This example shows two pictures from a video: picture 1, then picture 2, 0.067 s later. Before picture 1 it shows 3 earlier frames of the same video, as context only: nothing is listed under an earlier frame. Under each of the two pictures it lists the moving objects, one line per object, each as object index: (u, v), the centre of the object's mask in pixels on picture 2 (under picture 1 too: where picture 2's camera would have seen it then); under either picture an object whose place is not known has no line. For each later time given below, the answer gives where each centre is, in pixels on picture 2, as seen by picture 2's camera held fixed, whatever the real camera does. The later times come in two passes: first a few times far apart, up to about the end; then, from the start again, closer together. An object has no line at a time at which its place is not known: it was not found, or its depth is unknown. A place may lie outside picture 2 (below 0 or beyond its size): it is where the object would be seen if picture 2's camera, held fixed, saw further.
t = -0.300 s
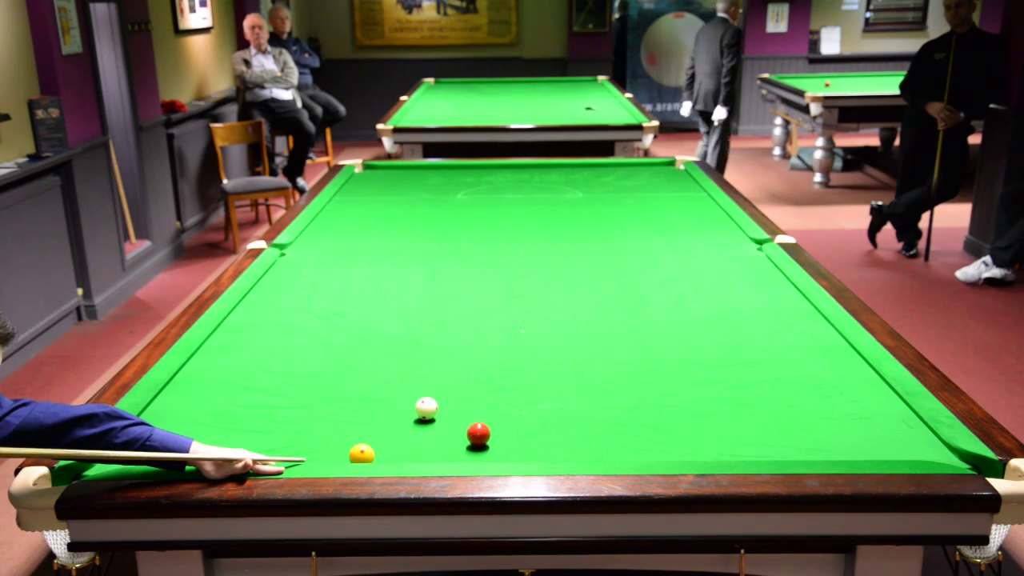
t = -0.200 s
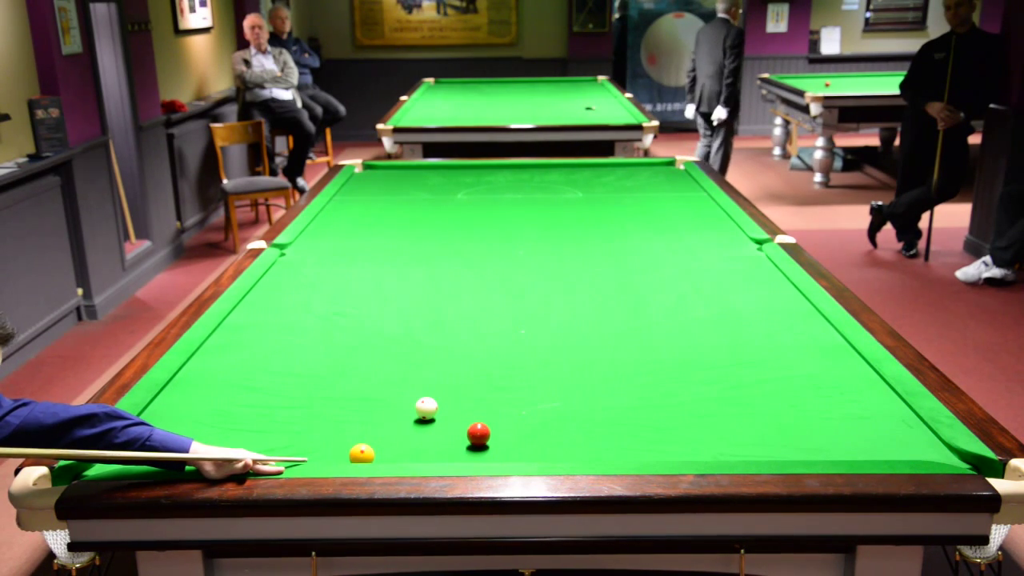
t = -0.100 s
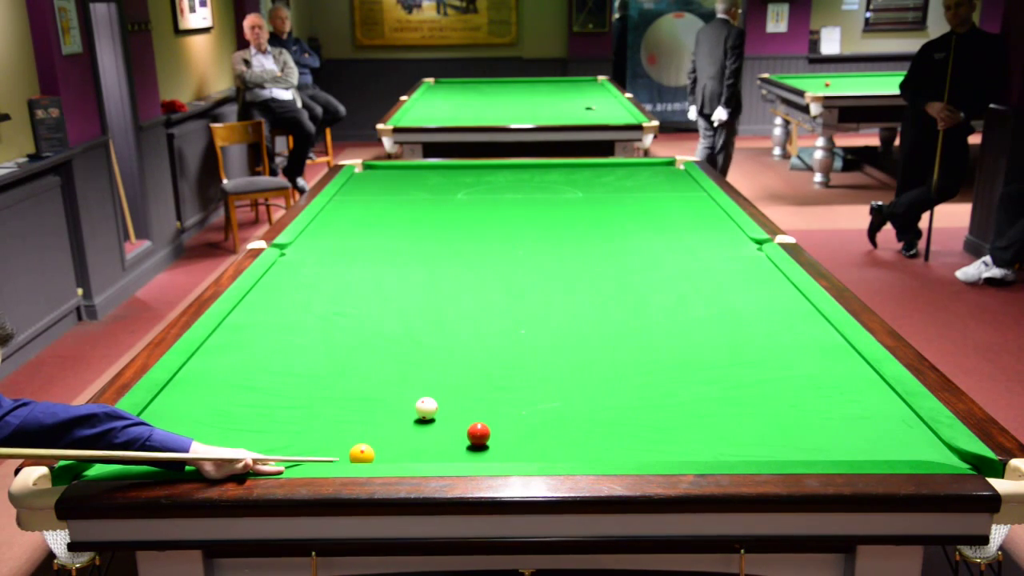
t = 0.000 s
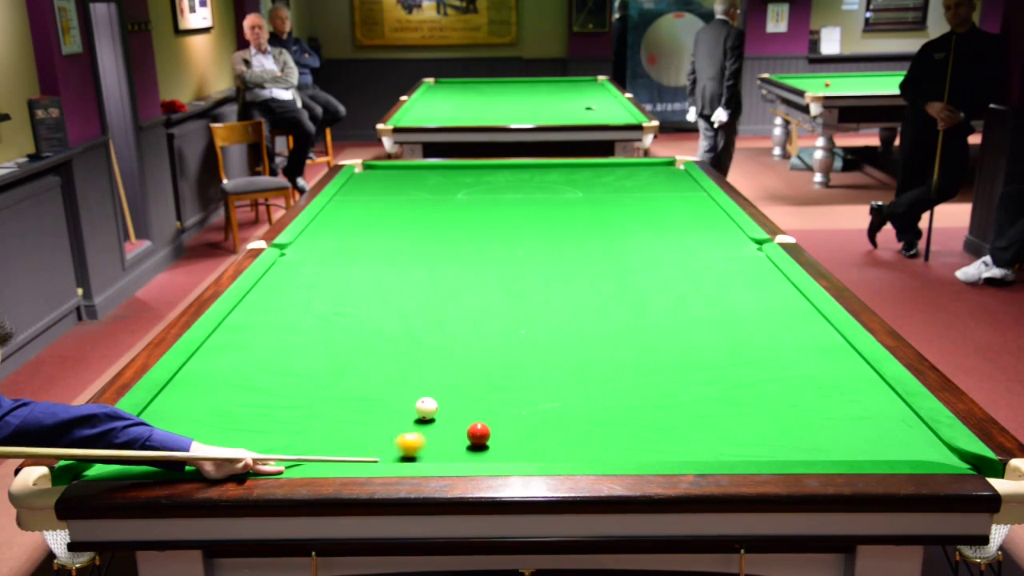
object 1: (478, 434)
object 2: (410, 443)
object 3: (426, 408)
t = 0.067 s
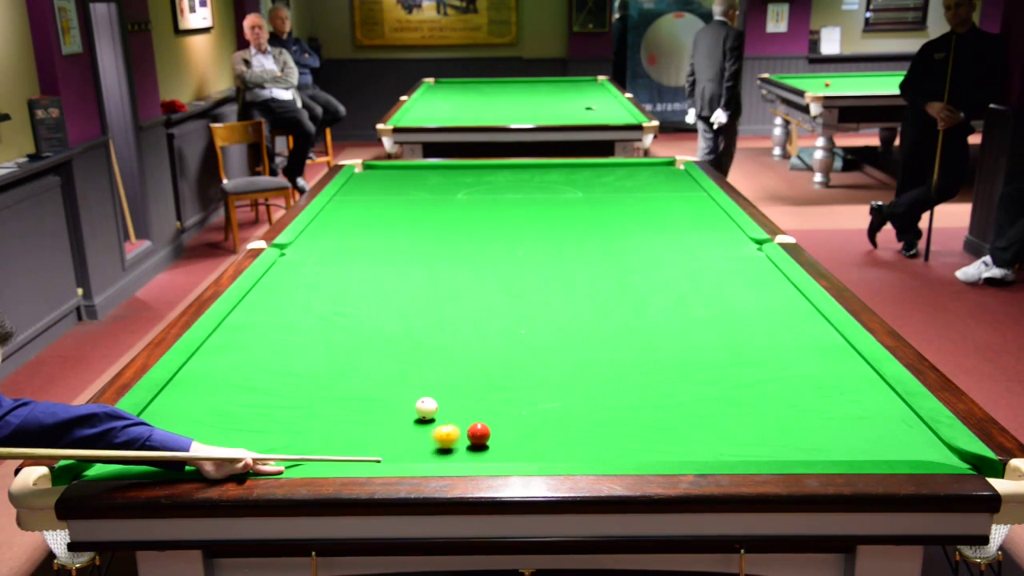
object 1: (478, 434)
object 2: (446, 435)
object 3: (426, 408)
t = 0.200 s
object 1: (528, 432)
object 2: (453, 426)
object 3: (426, 408)
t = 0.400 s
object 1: (601, 429)
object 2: (445, 416)
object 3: (426, 408)
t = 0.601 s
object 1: (671, 427)
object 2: (446, 410)
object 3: (420, 405)
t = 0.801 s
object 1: (740, 425)
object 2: (449, 406)
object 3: (413, 402)
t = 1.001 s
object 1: (806, 423)
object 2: (452, 403)
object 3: (407, 399)
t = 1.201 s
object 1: (872, 421)
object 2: (454, 400)
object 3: (402, 397)
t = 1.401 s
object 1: (895, 420)
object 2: (456, 397)
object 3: (397, 395)
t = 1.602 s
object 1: (855, 419)
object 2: (457, 396)
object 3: (393, 394)
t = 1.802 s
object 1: (817, 418)
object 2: (457, 395)
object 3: (391, 394)
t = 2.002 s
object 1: (782, 418)
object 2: (458, 394)
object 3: (389, 393)
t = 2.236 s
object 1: (743, 417)
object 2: (458, 394)
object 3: (388, 393)
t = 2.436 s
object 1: (711, 417)
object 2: (458, 394)
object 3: (388, 393)
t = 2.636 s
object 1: (681, 416)
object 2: (458, 394)
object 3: (388, 393)
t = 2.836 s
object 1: (653, 416)
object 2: (458, 394)
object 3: (389, 393)
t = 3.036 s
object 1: (626, 415)
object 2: (458, 394)
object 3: (389, 393)
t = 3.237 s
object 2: (458, 394)
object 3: (389, 393)
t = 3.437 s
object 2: (458, 394)
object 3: (389, 393)
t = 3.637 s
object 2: (458, 394)
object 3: (389, 393)
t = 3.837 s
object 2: (458, 394)
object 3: (389, 393)
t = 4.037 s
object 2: (458, 394)
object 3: (389, 393)
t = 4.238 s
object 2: (458, 394)
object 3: (389, 393)
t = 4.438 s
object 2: (458, 395)
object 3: (389, 393)
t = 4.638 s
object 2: (458, 394)
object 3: (389, 393)
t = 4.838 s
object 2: (458, 393)
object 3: (389, 393)
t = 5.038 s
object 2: (458, 394)
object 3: (389, 393)
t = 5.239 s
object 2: (458, 394)
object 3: (389, 393)
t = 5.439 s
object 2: (458, 394)
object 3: (389, 393)
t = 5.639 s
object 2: (458, 394)
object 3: (389, 393)
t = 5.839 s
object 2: (458, 394)
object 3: (389, 393)
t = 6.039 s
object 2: (458, 394)
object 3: (389, 393)
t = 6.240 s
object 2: (458, 394)
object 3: (388, 393)
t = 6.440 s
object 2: (458, 394)
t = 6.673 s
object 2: (458, 394)
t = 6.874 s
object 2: (458, 394)
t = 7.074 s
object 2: (458, 394)
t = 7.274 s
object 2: (458, 394)
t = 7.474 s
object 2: (458, 394)
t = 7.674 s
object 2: (458, 394)
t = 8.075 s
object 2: (458, 394)
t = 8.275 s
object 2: (458, 394)
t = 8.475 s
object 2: (458, 394)
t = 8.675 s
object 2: (458, 394)
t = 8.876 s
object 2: (458, 394)
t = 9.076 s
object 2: (458, 394)
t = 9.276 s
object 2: (458, 394)
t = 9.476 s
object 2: (458, 394)
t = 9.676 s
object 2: (458, 394)
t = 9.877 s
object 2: (458, 394)
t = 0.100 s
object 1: (486, 433)
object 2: (455, 433)
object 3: (426, 408)
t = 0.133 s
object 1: (501, 433)
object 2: (454, 430)
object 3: (426, 408)
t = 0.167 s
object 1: (515, 432)
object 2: (454, 428)
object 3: (426, 408)
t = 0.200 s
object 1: (528, 432)
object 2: (453, 426)
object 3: (426, 408)
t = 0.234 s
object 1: (541, 431)
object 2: (451, 424)
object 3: (426, 408)
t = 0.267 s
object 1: (553, 431)
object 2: (450, 423)
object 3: (426, 408)
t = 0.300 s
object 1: (565, 431)
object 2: (449, 421)
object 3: (426, 408)
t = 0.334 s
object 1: (577, 430)
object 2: (448, 419)
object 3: (426, 408)
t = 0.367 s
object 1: (589, 430)
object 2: (447, 418)
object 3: (426, 408)
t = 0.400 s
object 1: (601, 429)
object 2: (445, 416)
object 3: (426, 408)
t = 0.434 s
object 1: (613, 429)
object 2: (445, 415)
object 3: (426, 408)
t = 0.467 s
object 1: (625, 429)
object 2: (444, 414)
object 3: (425, 408)
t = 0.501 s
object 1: (637, 428)
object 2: (445, 413)
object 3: (424, 407)
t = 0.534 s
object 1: (649, 428)
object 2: (445, 412)
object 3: (423, 406)
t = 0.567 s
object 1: (660, 427)
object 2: (445, 411)
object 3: (421, 406)
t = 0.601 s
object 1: (671, 427)
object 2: (446, 410)
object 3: (420, 405)
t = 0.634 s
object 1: (683, 427)
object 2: (446, 410)
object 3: (419, 405)
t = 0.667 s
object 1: (694, 426)
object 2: (447, 409)
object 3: (418, 404)
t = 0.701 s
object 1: (706, 426)
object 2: (447, 408)
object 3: (416, 403)
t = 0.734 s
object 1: (717, 425)
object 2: (448, 407)
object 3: (415, 403)
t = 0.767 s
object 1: (728, 425)
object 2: (448, 407)
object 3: (414, 402)
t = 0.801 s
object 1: (740, 425)
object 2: (449, 406)
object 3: (413, 402)
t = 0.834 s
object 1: (751, 425)
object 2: (449, 406)
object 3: (412, 401)
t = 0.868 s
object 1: (762, 424)
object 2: (450, 405)
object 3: (411, 401)
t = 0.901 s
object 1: (773, 424)
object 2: (450, 404)
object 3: (409, 401)
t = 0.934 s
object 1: (785, 424)
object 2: (451, 404)
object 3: (409, 400)
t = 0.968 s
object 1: (795, 424)
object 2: (451, 403)
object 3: (407, 400)
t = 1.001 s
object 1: (806, 423)
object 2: (452, 403)
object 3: (407, 399)
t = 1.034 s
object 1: (818, 422)
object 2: (452, 402)
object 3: (406, 399)
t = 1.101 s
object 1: (839, 422)
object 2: (453, 401)
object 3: (404, 398)
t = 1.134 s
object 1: (850, 422)
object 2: (453, 400)
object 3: (403, 398)
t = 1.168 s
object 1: (861, 421)
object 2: (454, 400)
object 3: (402, 398)
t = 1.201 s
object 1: (872, 421)
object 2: (454, 400)
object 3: (402, 397)
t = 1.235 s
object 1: (882, 421)
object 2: (454, 399)
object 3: (401, 397)
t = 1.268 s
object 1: (893, 421)
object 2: (455, 399)
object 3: (400, 397)
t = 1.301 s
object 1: (904, 421)
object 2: (455, 399)
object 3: (399, 396)
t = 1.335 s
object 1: (913, 420)
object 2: (455, 398)
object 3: (399, 396)
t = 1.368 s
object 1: (904, 420)
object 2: (455, 398)
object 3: (398, 396)
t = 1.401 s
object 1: (895, 420)
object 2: (456, 397)
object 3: (397, 395)
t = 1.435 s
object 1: (888, 420)
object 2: (456, 397)
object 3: (396, 395)
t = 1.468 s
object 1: (881, 420)
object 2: (456, 397)
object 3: (396, 395)
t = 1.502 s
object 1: (874, 419)
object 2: (456, 397)
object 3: (395, 395)
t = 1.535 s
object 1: (868, 419)
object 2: (456, 396)
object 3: (395, 394)
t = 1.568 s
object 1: (861, 419)
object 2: (457, 396)
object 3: (394, 394)
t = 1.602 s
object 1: (855, 419)
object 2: (457, 396)
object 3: (393, 394)
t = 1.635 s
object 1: (848, 419)
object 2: (457, 396)
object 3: (393, 394)
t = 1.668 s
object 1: (842, 418)
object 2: (457, 395)
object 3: (393, 394)
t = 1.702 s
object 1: (836, 419)
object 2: (457, 395)
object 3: (392, 394)
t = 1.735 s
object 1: (830, 418)
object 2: (457, 395)
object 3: (392, 394)
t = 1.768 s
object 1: (823, 419)
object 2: (457, 395)
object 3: (391, 394)
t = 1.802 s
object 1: (817, 418)
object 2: (457, 395)
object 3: (391, 394)
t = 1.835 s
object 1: (812, 418)
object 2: (457, 394)
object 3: (390, 393)
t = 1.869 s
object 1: (805, 418)
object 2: (457, 395)
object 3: (390, 393)
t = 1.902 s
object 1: (800, 418)
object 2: (458, 395)
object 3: (390, 393)
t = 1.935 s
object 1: (794, 418)
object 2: (458, 394)
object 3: (389, 393)
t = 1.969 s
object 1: (788, 418)
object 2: (458, 394)
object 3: (389, 393)
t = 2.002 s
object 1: (782, 418)
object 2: (458, 394)
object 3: (389, 393)
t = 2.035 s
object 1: (777, 418)
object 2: (458, 394)
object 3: (389, 393)
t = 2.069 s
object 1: (771, 418)
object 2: (458, 394)
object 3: (388, 393)
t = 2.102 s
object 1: (765, 418)
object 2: (458, 394)
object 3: (388, 393)
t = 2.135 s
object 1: (759, 418)
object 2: (458, 394)
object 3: (388, 393)
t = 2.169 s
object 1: (754, 418)
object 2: (458, 394)
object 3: (388, 393)
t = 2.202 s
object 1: (748, 417)
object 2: (458, 394)
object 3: (388, 393)
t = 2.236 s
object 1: (743, 417)
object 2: (458, 394)
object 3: (388, 393)
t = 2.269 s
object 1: (738, 417)
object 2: (458, 394)
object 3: (388, 393)
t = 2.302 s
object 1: (732, 417)
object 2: (458, 394)
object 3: (388, 393)
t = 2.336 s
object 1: (727, 417)
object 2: (458, 394)
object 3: (388, 393)
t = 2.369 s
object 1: (721, 417)
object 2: (458, 394)
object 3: (388, 393)
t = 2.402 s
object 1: (716, 417)
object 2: (458, 394)
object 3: (388, 393)
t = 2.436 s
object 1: (711, 417)
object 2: (458, 394)
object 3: (388, 393)
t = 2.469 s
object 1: (706, 417)
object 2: (458, 394)
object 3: (388, 393)
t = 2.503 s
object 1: (701, 416)
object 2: (458, 394)
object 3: (388, 393)
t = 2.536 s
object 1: (696, 417)
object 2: (458, 394)
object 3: (389, 393)
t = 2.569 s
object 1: (691, 416)
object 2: (458, 394)
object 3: (389, 393)
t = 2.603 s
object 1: (686, 416)
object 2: (458, 394)
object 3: (389, 393)
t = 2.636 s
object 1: (681, 416)
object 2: (458, 394)
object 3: (388, 393)
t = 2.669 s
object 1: (677, 416)
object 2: (458, 394)
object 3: (389, 393)
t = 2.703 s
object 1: (671, 416)
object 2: (458, 394)
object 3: (389, 393)
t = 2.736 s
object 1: (667, 416)
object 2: (458, 394)
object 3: (389, 393)
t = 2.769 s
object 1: (662, 416)
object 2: (458, 394)
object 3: (389, 393)
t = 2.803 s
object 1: (657, 416)
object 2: (458, 394)
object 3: (389, 393)
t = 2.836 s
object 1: (653, 416)
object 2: (458, 394)
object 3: (389, 393)
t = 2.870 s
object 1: (648, 416)
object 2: (458, 394)
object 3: (389, 393)
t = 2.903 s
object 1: (644, 416)
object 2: (458, 394)
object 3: (389, 393)
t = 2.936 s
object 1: (639, 416)
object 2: (458, 394)
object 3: (389, 393)
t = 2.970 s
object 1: (635, 416)
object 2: (458, 394)
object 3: (389, 393)
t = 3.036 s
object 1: (626, 415)
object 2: (458, 394)
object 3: (389, 393)
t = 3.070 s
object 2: (458, 394)
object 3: (389, 393)
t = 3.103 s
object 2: (458, 394)
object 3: (389, 393)
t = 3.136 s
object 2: (458, 394)
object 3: (389, 393)
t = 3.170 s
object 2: (458, 394)
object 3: (389, 393)
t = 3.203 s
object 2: (458, 394)
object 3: (389, 393)
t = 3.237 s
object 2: (458, 394)
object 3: (389, 393)
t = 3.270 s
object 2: (458, 394)
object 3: (389, 393)
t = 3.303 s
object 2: (458, 394)
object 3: (389, 393)
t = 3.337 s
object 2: (458, 394)
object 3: (389, 393)
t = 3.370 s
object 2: (458, 394)
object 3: (389, 393)
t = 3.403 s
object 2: (458, 394)
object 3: (389, 393)
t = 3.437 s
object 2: (458, 394)
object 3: (389, 393)
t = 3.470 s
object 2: (458, 394)
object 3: (389, 393)
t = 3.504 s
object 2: (458, 394)
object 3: (389, 393)
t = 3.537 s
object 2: (458, 394)
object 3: (389, 393)
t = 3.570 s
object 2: (458, 394)
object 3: (389, 393)
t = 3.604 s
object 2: (458, 394)
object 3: (389, 393)
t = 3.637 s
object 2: (458, 394)
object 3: (389, 393)
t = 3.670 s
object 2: (458, 394)
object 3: (389, 393)
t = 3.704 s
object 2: (458, 394)
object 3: (389, 393)
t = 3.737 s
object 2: (458, 394)
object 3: (389, 393)
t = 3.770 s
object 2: (458, 394)
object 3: (389, 393)
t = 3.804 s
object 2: (458, 394)
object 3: (389, 393)
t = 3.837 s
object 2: (458, 394)
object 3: (389, 393)
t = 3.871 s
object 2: (458, 394)
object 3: (389, 393)
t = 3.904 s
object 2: (458, 394)
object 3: (389, 393)
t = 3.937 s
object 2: (458, 394)
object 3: (389, 393)
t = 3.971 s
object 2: (458, 394)
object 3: (389, 393)
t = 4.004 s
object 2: (458, 394)
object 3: (389, 393)
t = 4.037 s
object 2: (458, 394)
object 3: (389, 393)
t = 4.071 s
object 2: (458, 394)
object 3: (389, 393)
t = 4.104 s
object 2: (458, 394)
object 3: (389, 393)
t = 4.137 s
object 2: (458, 394)
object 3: (389, 393)
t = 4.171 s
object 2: (458, 394)
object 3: (389, 393)
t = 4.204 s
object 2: (458, 394)
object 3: (389, 393)
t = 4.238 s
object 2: (458, 394)
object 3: (389, 393)
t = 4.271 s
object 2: (458, 395)
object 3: (389, 393)
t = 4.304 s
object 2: (458, 395)
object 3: (389, 393)
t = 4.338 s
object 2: (458, 395)
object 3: (389, 393)
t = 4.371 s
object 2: (458, 395)
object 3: (389, 393)
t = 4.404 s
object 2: (458, 395)
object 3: (389, 393)
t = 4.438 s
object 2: (458, 395)
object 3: (389, 393)
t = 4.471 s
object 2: (458, 395)
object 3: (389, 393)
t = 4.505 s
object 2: (458, 395)
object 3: (389, 393)
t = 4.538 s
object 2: (458, 395)
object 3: (389, 393)
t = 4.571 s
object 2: (458, 394)
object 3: (389, 393)
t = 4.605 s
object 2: (458, 394)
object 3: (389, 393)
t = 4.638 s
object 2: (458, 394)
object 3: (389, 393)
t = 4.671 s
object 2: (458, 394)
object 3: (389, 393)
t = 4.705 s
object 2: (458, 394)
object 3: (389, 393)
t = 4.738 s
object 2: (458, 394)
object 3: (389, 393)
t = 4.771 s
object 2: (458, 393)
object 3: (389, 393)
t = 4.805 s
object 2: (458, 393)
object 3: (389, 393)
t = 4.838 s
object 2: (458, 393)
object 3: (389, 393)
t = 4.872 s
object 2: (458, 394)
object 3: (389, 393)
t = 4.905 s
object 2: (458, 394)
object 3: (389, 393)
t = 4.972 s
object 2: (458, 394)
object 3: (389, 393)
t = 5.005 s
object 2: (458, 394)
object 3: (389, 393)
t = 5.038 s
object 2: (458, 394)
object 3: (389, 393)
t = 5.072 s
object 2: (458, 394)
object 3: (389, 393)
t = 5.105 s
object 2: (458, 394)
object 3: (389, 393)
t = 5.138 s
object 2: (458, 394)
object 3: (389, 393)
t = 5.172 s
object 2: (458, 394)
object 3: (389, 393)
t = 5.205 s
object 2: (458, 394)
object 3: (389, 393)
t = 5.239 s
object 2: (458, 394)
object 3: (389, 393)
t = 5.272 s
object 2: (458, 394)
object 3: (389, 393)
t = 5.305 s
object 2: (458, 394)
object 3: (388, 393)
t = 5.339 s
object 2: (458, 394)
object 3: (389, 393)
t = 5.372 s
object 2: (458, 394)
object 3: (389, 393)
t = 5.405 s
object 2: (458, 394)
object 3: (389, 393)
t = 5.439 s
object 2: (458, 394)
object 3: (389, 393)
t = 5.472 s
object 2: (458, 394)
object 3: (389, 393)
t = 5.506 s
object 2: (458, 394)
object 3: (389, 393)
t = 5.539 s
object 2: (458, 394)
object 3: (389, 393)
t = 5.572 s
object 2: (458, 394)
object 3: (389, 393)
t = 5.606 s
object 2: (458, 394)
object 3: (389, 393)
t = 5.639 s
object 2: (458, 394)
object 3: (389, 393)
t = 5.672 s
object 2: (458, 394)
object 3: (389, 393)
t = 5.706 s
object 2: (458, 394)
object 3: (389, 393)
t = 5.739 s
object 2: (458, 394)
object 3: (389, 393)
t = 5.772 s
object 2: (458, 394)
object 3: (389, 393)
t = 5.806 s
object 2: (458, 394)
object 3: (389, 393)
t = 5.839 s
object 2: (458, 394)
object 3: (389, 393)
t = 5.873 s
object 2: (458, 394)
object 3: (389, 393)
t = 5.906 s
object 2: (458, 394)
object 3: (389, 393)
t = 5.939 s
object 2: (458, 394)
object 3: (388, 393)
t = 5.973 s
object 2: (458, 394)
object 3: (389, 393)
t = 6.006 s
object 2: (458, 394)
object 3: (389, 393)
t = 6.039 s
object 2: (458, 394)
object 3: (389, 393)
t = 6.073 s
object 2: (458, 394)
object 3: (389, 393)
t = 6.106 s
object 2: (458, 394)
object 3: (389, 393)
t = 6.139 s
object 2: (458, 394)
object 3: (389, 393)
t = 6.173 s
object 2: (458, 394)
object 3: (389, 393)
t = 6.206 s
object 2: (458, 394)
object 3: (389, 393)
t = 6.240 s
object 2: (458, 394)
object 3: (388, 393)
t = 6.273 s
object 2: (458, 394)
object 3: (388, 393)
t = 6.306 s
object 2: (458, 394)
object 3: (389, 393)
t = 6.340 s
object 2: (458, 394)
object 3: (388, 393)
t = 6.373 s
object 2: (458, 394)
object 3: (388, 393)
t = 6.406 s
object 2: (458, 394)
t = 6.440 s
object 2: (458, 394)
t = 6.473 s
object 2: (458, 394)
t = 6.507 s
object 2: (458, 394)
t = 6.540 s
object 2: (458, 394)
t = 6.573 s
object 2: (458, 394)
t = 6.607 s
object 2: (458, 394)
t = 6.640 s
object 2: (458, 394)
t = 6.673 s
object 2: (458, 394)
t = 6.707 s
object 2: (458, 394)
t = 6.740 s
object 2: (458, 394)
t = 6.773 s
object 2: (458, 394)
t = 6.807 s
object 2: (458, 394)
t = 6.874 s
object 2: (458, 394)
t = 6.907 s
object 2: (458, 394)
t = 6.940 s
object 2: (458, 394)
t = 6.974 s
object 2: (458, 394)
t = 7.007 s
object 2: (458, 394)
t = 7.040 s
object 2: (458, 394)
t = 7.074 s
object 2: (458, 394)
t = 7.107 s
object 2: (458, 394)
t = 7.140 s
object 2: (458, 394)
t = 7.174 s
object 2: (458, 394)
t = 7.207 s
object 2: (458, 394)
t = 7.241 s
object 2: (458, 394)
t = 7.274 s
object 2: (458, 394)
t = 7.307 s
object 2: (458, 394)
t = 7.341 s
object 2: (458, 394)
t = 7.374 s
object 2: (458, 394)
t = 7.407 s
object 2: (458, 394)
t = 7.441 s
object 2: (458, 394)
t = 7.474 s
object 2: (458, 394)
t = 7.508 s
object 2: (458, 395)
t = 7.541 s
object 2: (458, 394)
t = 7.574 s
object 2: (458, 394)
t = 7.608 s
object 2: (458, 394)
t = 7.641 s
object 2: (458, 394)
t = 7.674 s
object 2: (458, 394)
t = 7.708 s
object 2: (460, 394)
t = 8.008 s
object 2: (457, 394)
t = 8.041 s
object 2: (458, 394)
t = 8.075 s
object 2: (458, 394)
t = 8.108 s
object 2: (458, 394)
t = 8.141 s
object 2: (458, 394)
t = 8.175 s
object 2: (458, 394)
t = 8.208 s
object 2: (458, 394)
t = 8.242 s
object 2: (458, 394)
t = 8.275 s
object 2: (458, 394)
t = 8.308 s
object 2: (458, 394)
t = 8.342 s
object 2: (458, 394)
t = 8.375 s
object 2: (458, 394)
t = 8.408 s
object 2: (458, 394)
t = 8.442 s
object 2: (458, 394)
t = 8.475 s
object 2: (458, 394)
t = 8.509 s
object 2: (458, 394)
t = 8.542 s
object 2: (458, 394)
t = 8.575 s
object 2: (458, 394)
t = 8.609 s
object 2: (458, 394)
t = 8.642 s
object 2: (458, 394)
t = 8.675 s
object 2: (458, 394)
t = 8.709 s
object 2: (458, 394)
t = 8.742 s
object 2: (458, 394)
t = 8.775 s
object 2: (458, 394)
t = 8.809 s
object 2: (458, 394)
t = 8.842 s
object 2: (458, 395)
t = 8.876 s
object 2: (458, 394)
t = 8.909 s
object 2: (458, 394)
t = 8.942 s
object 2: (458, 394)
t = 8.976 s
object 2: (458, 394)
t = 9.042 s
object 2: (458, 394)
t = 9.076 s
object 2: (458, 394)
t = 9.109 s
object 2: (458, 394)
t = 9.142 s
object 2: (458, 394)
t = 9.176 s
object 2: (458, 394)
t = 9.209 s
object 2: (458, 394)
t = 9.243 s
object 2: (458, 394)
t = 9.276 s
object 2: (458, 394)
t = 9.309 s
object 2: (458, 394)
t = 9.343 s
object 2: (458, 394)
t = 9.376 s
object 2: (458, 394)
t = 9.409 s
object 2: (458, 394)
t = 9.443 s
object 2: (458, 394)
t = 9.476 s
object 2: (458, 394)
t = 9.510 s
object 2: (458, 394)
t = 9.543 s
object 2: (458, 394)
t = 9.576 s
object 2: (458, 394)
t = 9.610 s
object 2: (458, 394)
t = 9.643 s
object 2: (458, 394)
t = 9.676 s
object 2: (458, 394)
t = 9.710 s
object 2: (458, 394)
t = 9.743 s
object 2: (458, 394)
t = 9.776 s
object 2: (458, 394)
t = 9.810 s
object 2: (458, 394)
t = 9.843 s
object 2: (458, 394)
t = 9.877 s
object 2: (458, 394)
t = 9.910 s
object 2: (458, 394)
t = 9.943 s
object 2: (458, 394)
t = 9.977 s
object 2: (458, 394)
